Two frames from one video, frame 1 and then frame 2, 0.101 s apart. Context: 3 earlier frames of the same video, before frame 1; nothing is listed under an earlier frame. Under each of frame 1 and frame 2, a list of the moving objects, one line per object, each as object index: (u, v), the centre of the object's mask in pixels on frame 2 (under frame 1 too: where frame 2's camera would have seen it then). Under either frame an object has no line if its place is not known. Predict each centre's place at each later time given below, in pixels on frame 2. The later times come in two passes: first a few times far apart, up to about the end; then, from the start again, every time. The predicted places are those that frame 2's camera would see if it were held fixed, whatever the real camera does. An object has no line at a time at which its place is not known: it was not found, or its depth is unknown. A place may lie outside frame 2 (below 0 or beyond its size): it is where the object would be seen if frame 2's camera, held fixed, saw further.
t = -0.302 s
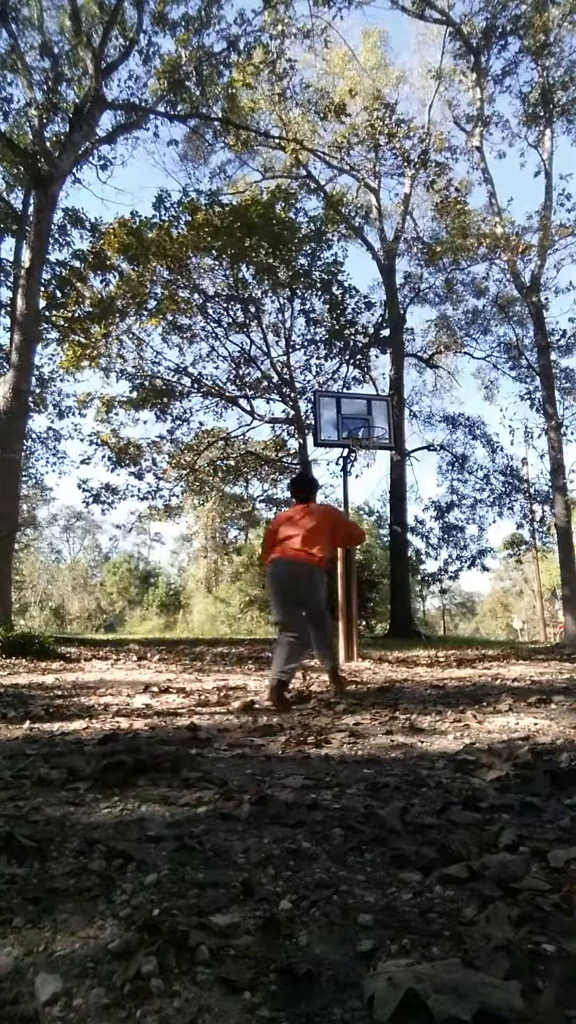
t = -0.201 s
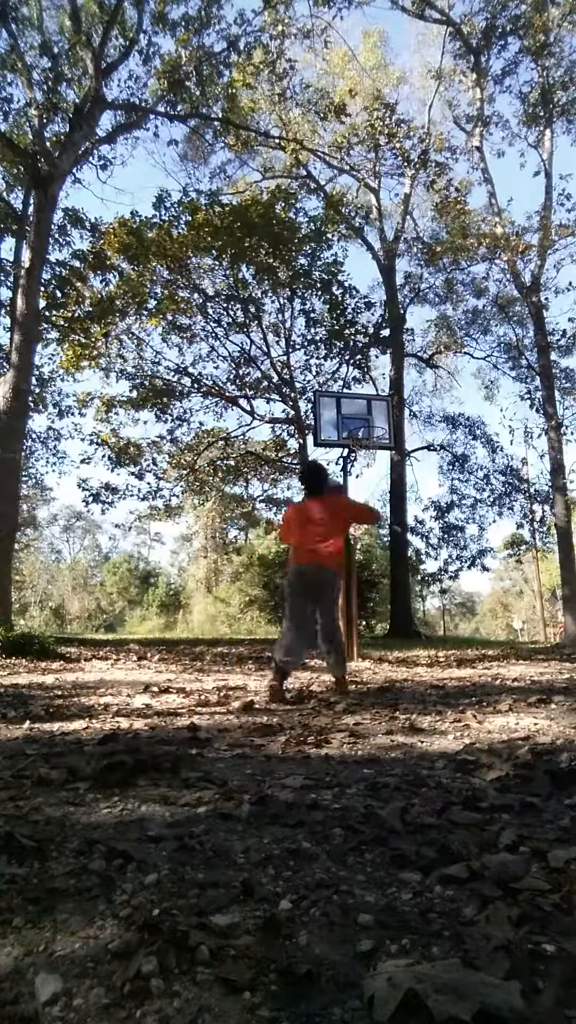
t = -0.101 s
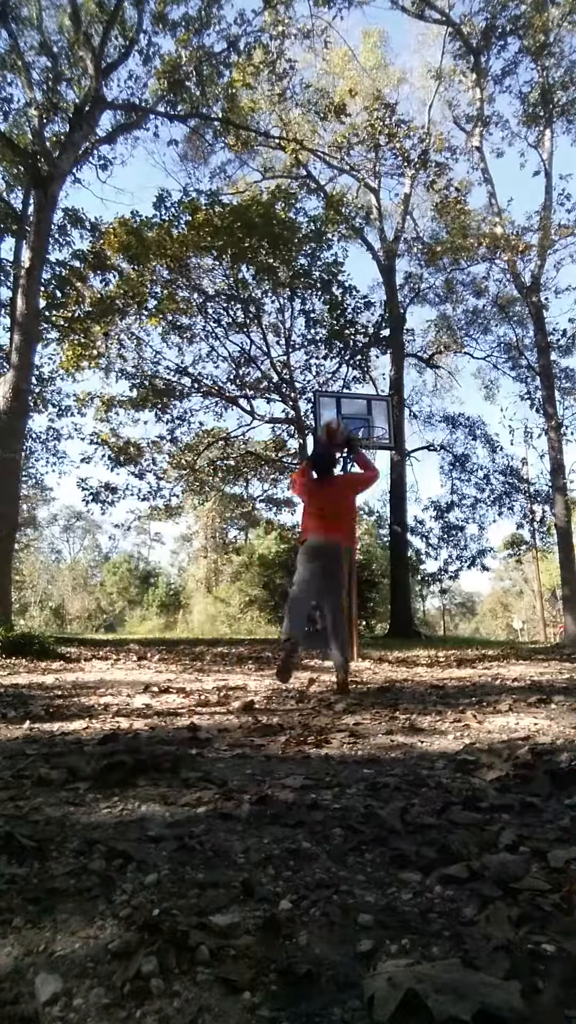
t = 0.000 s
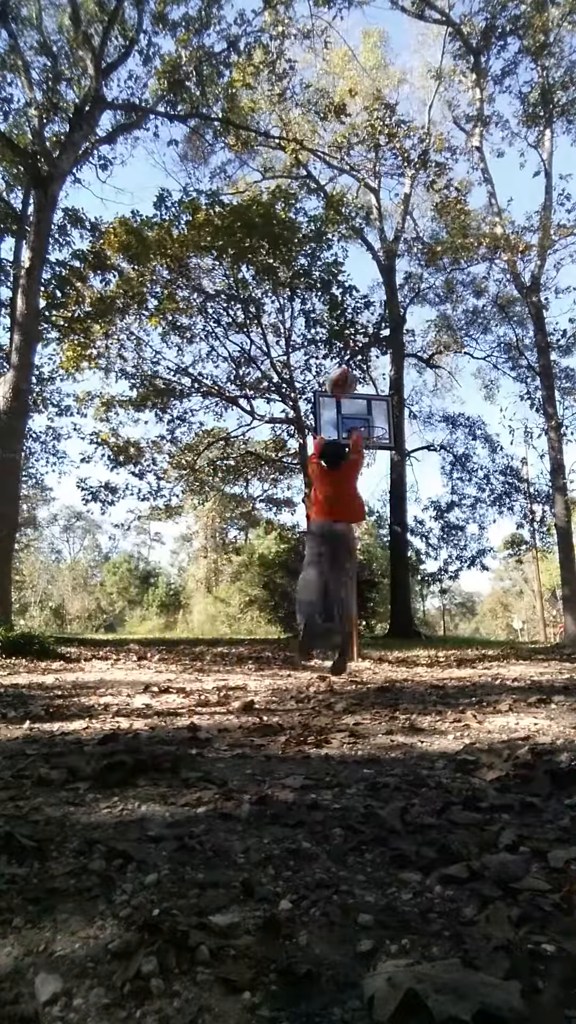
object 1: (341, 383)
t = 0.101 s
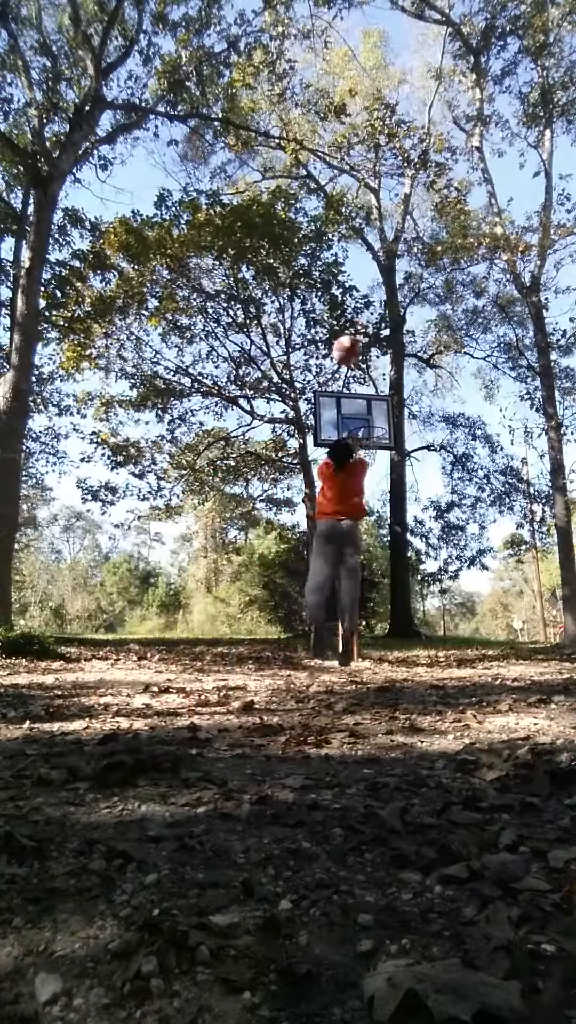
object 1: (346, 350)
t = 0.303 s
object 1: (356, 329)
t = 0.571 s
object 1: (366, 352)
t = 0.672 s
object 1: (369, 375)
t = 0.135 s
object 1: (347, 343)
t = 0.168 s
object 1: (350, 336)
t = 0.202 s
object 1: (352, 334)
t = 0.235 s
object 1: (353, 332)
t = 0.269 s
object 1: (354, 331)
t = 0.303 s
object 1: (356, 329)
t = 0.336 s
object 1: (357, 328)
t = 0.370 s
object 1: (359, 329)
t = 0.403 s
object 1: (361, 330)
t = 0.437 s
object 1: (362, 333)
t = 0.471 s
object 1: (363, 337)
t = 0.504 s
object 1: (364, 341)
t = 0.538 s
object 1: (365, 346)
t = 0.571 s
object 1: (366, 352)
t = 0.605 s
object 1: (367, 360)
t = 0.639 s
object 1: (368, 367)
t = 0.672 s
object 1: (369, 375)
